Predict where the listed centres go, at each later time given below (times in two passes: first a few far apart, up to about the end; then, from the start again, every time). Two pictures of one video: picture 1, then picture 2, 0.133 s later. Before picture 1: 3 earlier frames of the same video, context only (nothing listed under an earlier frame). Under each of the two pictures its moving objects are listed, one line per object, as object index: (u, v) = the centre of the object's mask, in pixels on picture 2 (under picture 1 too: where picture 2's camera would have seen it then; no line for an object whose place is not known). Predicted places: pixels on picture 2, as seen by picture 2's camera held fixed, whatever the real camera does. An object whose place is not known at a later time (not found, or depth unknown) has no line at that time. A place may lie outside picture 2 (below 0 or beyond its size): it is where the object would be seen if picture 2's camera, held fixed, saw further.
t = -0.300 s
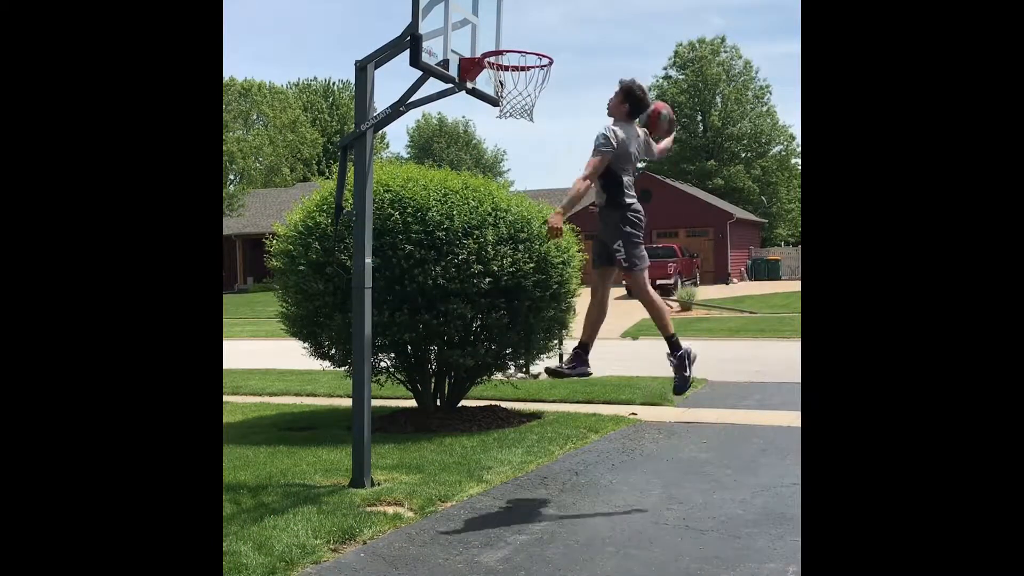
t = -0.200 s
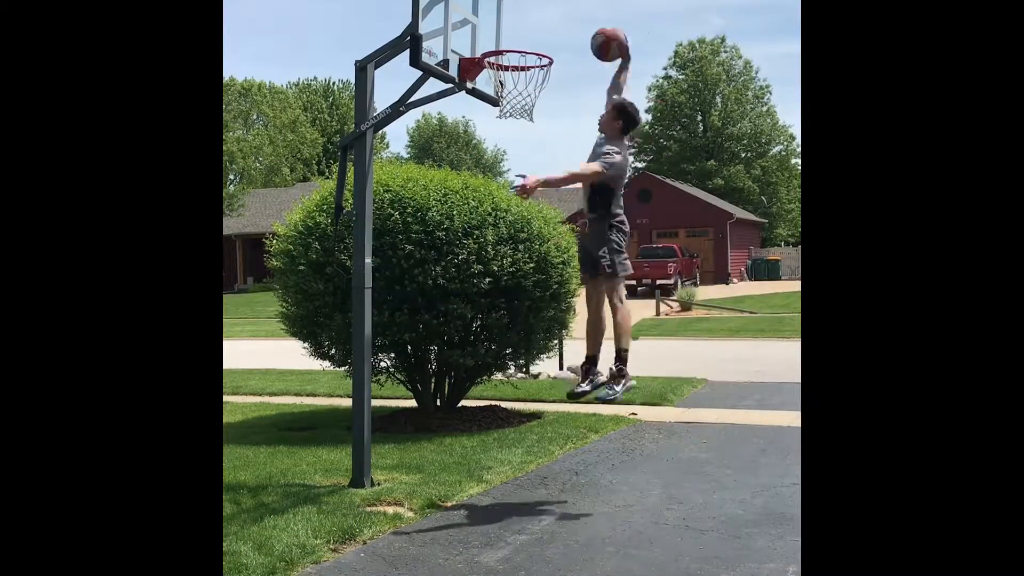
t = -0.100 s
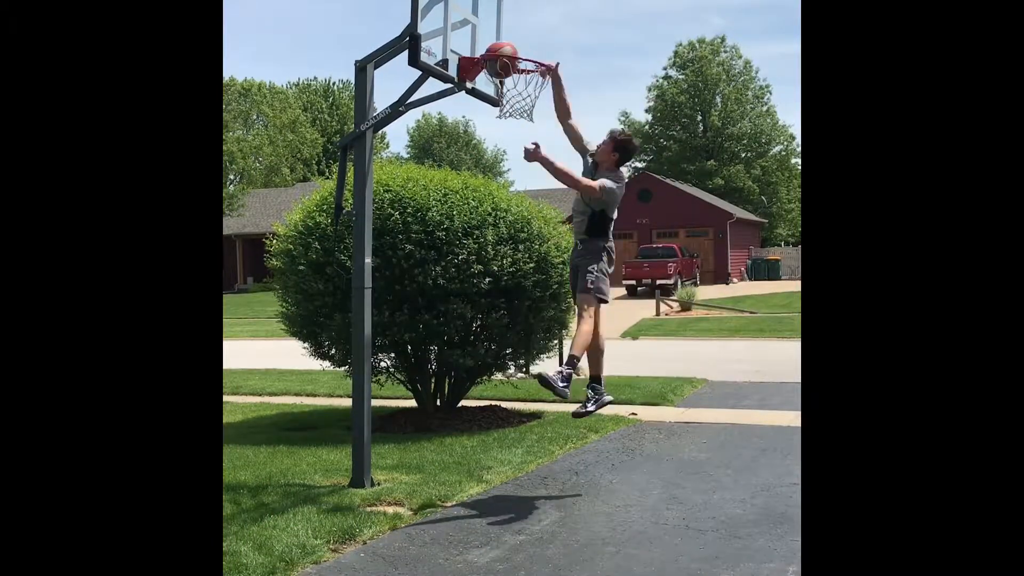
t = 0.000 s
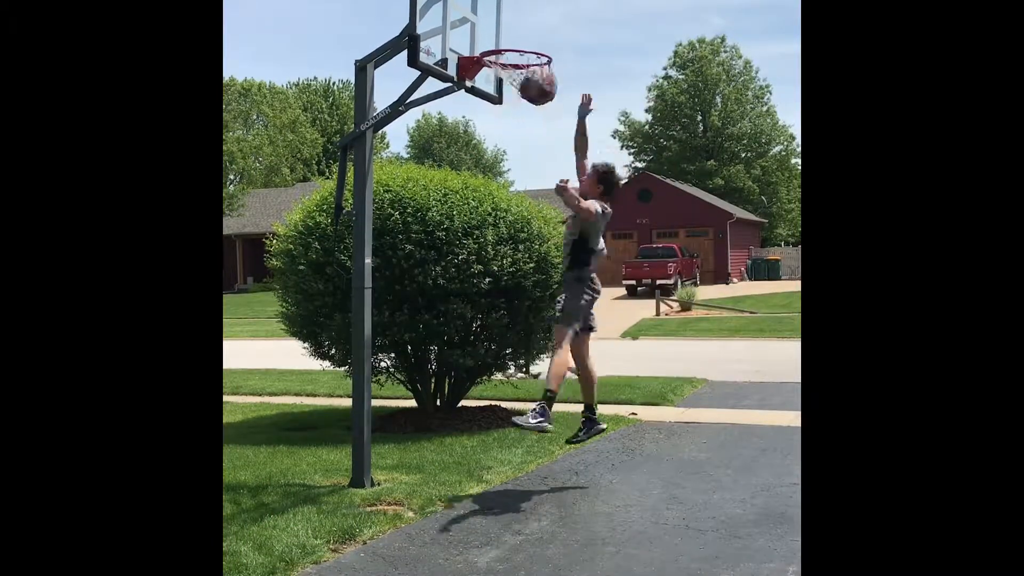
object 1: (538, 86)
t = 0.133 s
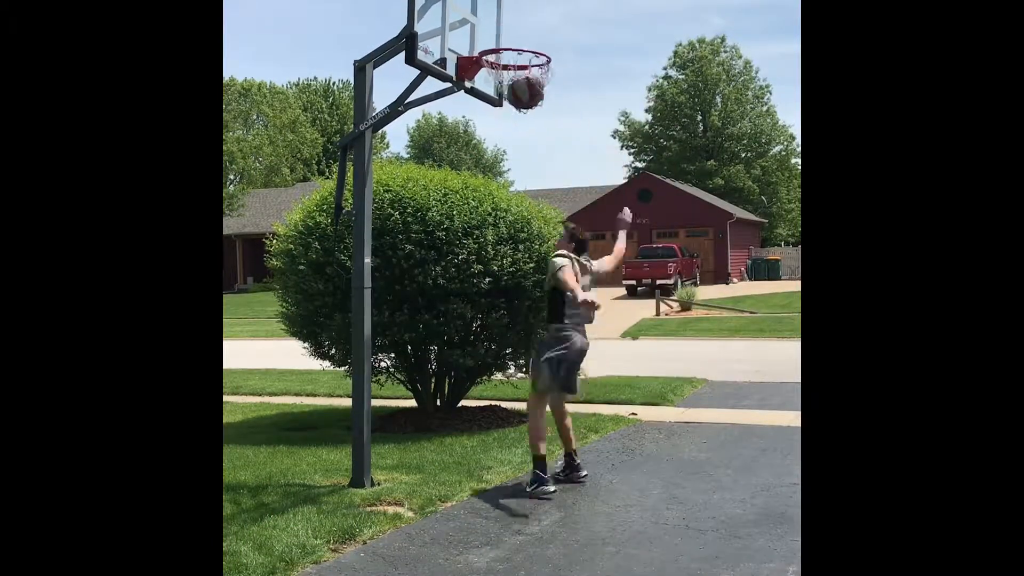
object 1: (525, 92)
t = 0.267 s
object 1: (509, 116)
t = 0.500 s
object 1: (486, 217)
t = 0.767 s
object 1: (460, 436)
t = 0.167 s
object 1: (521, 95)
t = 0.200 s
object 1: (517, 102)
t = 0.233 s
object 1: (513, 107)
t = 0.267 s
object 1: (509, 116)
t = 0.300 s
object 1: (506, 123)
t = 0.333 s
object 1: (502, 136)
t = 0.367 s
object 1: (499, 148)
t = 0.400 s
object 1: (496, 164)
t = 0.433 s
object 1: (492, 179)
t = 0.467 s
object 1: (488, 198)
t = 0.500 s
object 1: (486, 217)
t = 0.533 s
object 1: (482, 238)
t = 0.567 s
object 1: (479, 261)
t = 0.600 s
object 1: (476, 286)
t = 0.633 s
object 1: (472, 313)
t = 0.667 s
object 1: (469, 341)
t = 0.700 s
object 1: (466, 371)
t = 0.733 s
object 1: (463, 403)
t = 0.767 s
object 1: (460, 436)
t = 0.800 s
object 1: (457, 472)
